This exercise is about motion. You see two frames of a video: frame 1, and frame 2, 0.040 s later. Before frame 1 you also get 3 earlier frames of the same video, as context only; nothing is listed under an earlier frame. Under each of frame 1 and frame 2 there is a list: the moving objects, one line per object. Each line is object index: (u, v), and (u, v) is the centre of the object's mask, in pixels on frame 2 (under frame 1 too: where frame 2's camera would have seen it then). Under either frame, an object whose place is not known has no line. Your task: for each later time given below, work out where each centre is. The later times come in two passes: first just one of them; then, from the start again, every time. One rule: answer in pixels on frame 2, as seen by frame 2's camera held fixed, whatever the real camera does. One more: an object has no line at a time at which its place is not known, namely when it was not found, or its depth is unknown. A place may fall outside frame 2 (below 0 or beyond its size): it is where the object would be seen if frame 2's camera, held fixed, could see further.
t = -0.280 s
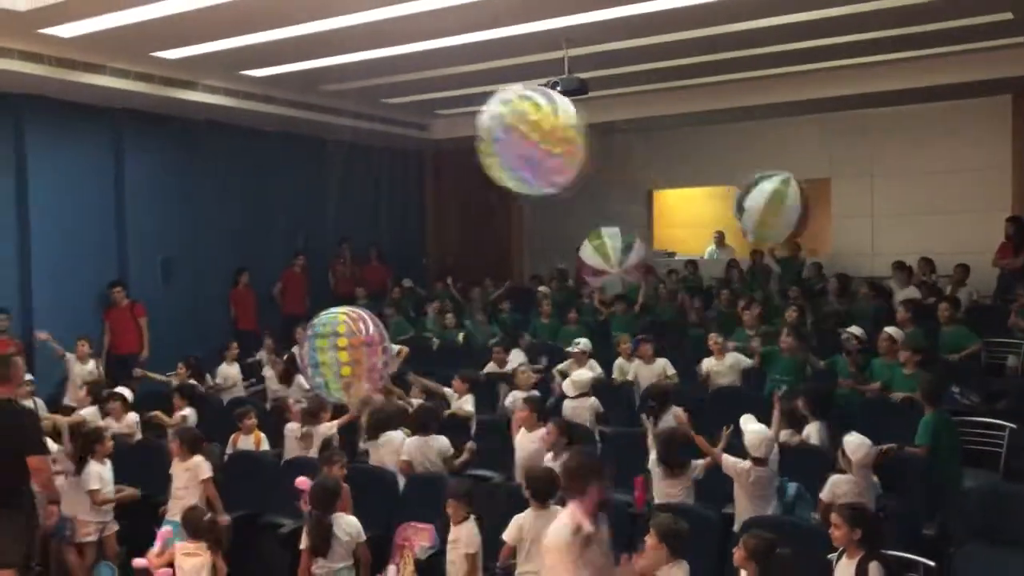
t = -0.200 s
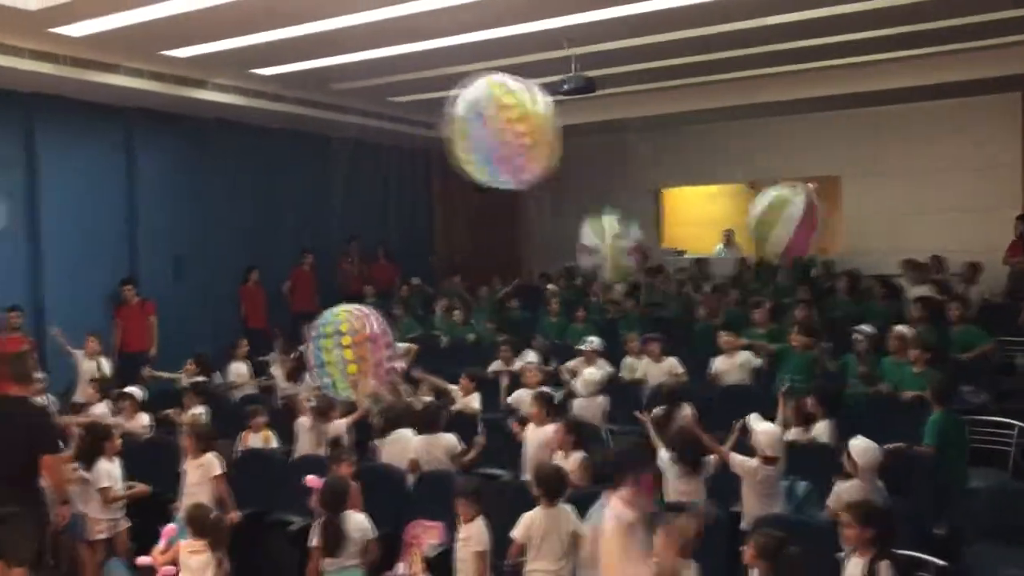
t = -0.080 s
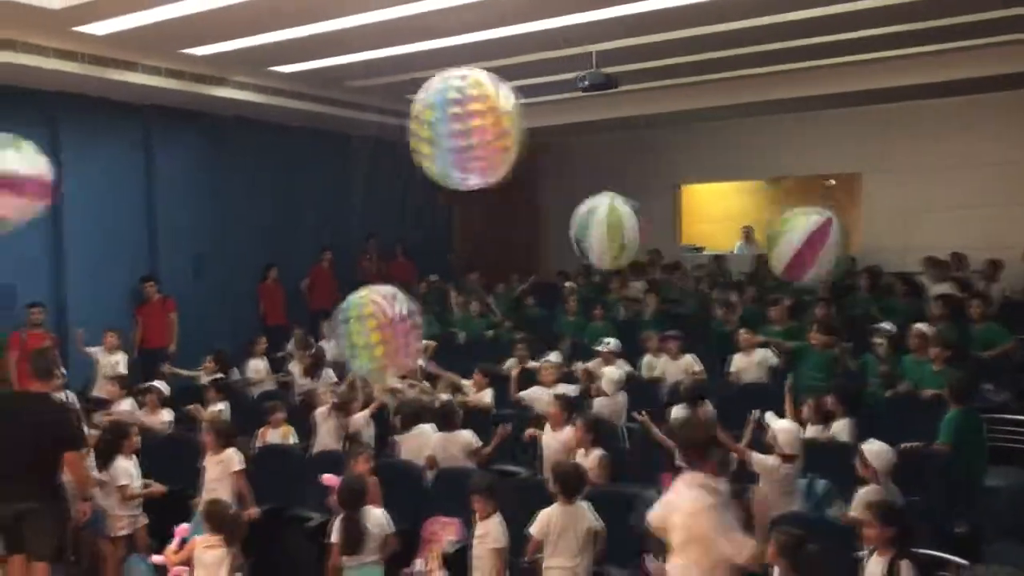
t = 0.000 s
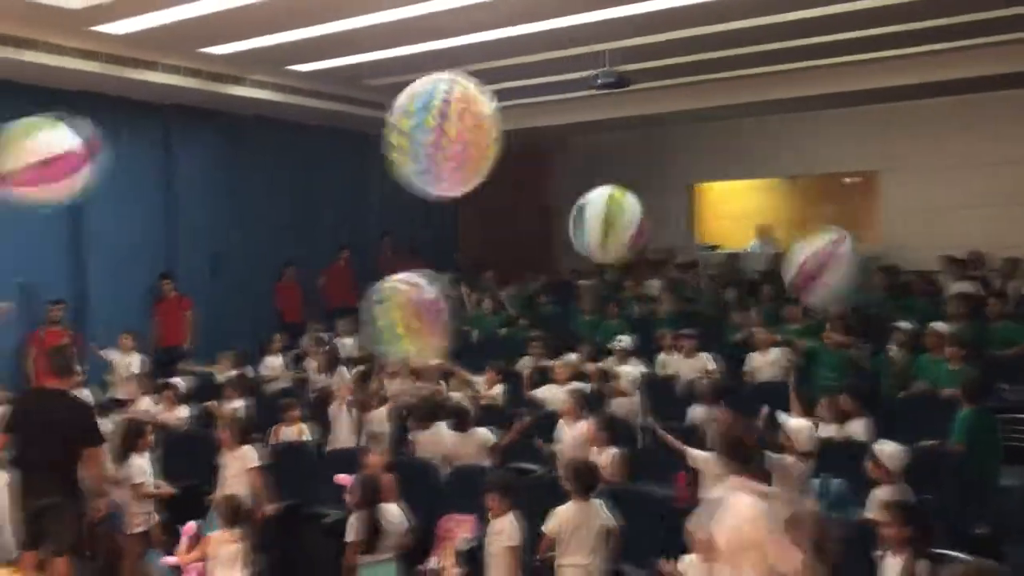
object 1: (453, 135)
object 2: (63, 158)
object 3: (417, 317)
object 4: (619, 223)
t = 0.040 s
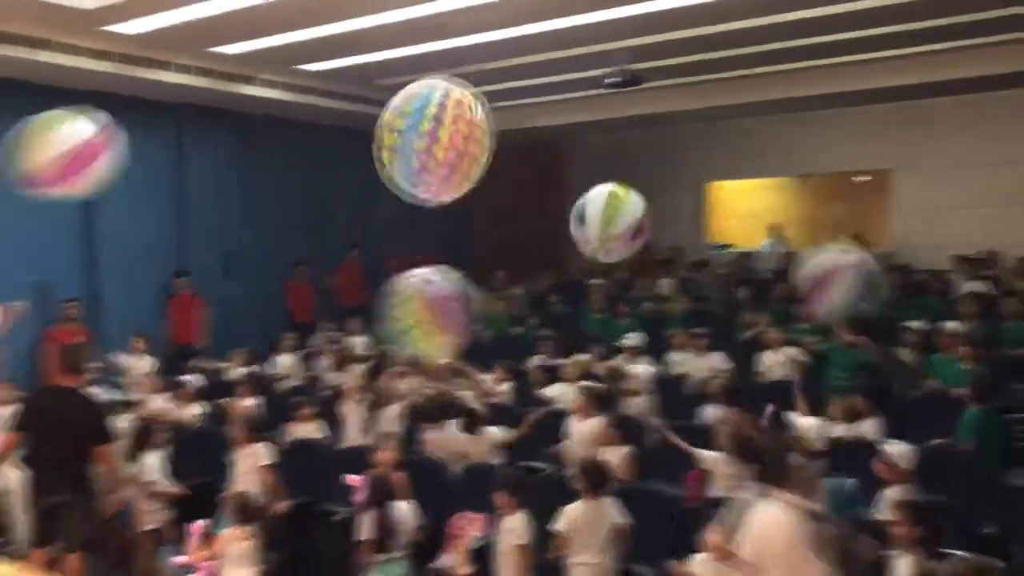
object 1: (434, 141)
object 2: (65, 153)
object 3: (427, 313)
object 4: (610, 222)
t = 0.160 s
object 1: (377, 169)
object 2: (100, 142)
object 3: (452, 308)
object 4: (584, 224)
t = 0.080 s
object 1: (415, 150)
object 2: (74, 148)
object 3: (440, 310)
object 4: (601, 222)
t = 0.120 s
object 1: (396, 159)
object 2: (91, 144)
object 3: (446, 309)
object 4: (593, 223)
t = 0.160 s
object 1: (377, 169)
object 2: (100, 142)
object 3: (452, 308)
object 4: (584, 224)
